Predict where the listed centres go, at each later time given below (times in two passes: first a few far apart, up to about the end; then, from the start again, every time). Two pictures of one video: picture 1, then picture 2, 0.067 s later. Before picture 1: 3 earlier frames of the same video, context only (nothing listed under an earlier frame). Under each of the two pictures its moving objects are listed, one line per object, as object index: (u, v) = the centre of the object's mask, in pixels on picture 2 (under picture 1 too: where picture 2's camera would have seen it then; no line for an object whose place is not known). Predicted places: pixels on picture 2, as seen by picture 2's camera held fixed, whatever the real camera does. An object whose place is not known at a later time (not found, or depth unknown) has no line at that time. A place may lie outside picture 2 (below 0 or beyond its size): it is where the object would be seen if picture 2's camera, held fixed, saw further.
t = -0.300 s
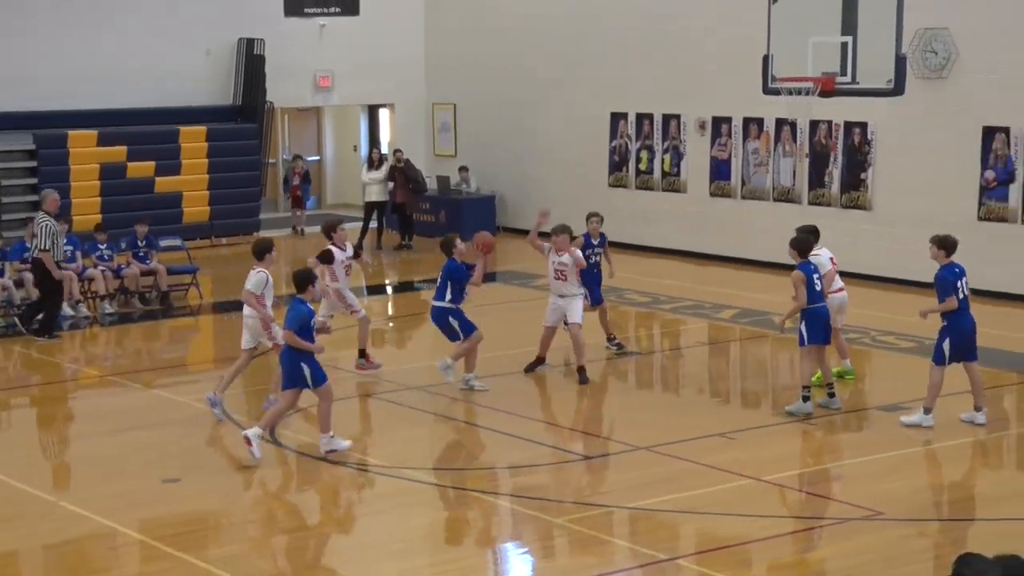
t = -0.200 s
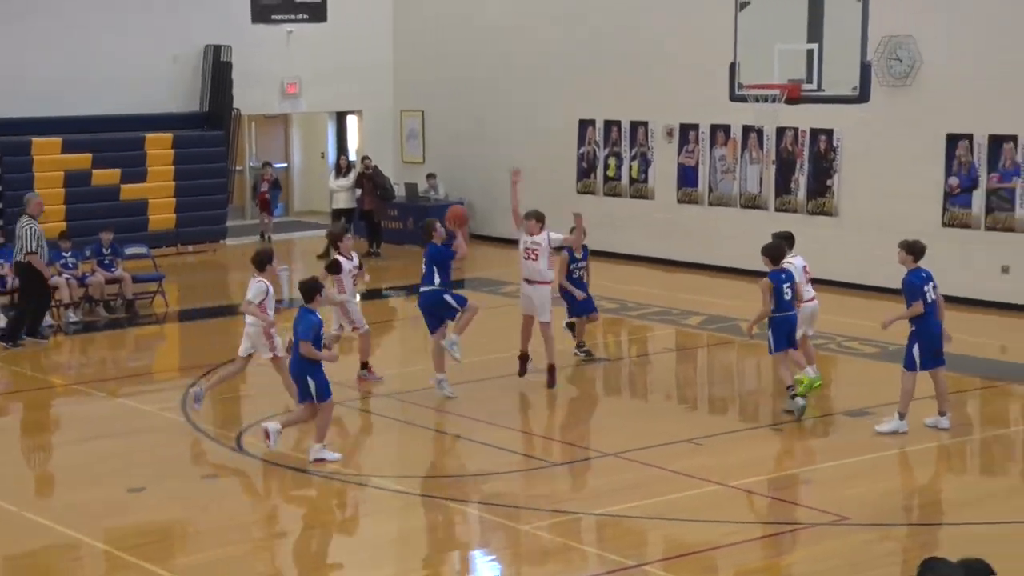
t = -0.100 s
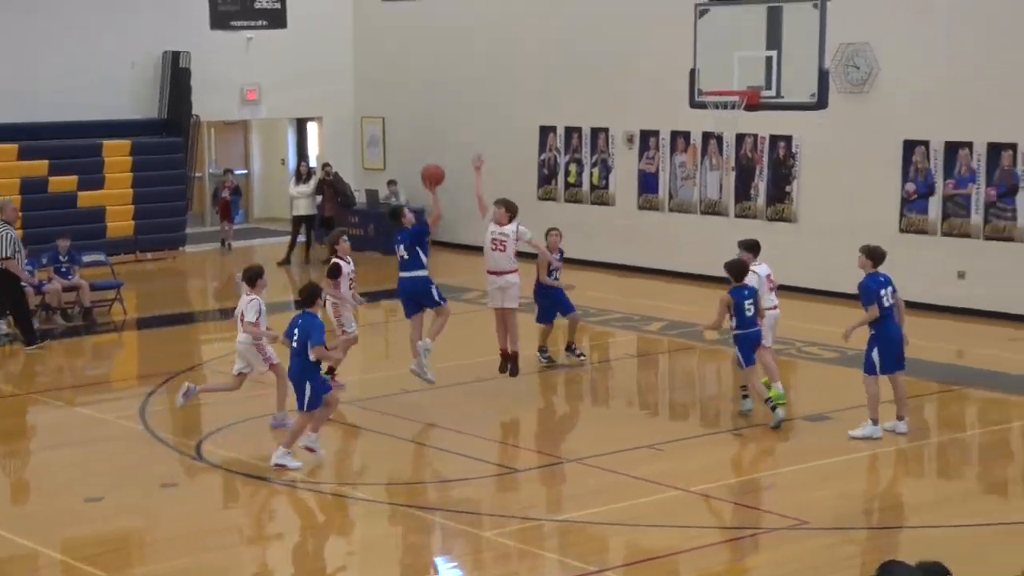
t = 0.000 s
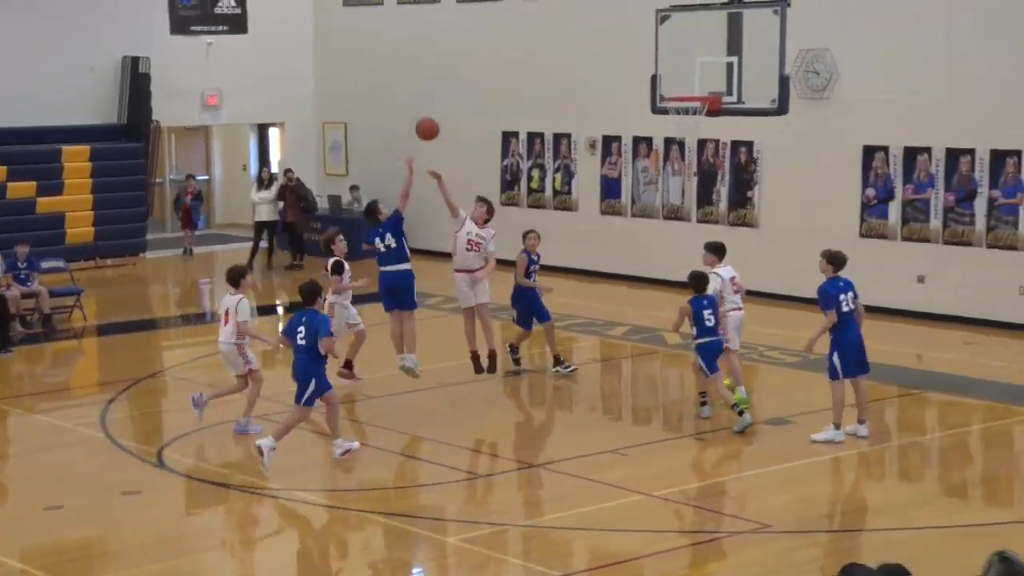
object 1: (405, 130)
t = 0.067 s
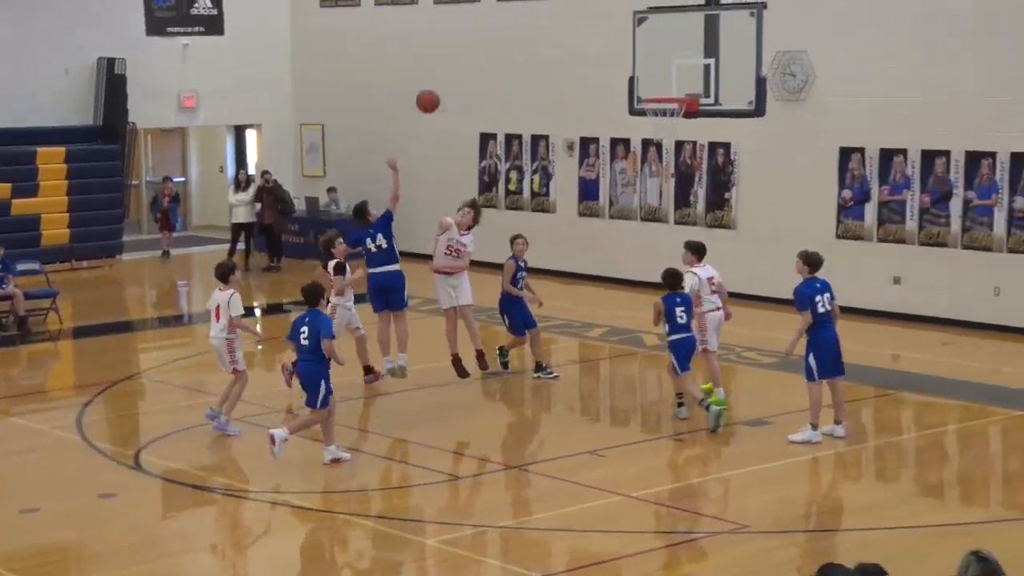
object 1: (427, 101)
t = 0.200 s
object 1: (472, 56)
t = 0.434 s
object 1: (550, 19)
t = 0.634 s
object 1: (615, 31)
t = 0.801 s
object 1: (666, 69)
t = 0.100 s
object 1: (439, 88)
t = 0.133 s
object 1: (450, 76)
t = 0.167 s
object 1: (461, 65)
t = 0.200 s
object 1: (472, 56)
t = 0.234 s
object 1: (483, 47)
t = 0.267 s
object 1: (494, 40)
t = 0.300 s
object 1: (505, 33)
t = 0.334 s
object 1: (516, 28)
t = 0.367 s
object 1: (527, 24)
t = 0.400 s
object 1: (538, 21)
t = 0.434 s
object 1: (550, 19)
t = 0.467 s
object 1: (560, 18)
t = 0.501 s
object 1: (571, 19)
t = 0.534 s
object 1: (582, 20)
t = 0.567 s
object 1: (593, 23)
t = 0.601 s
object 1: (604, 26)
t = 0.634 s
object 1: (615, 31)
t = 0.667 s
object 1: (625, 37)
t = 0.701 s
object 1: (635, 43)
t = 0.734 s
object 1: (646, 51)
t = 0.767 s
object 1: (656, 60)
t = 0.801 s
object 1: (666, 69)
